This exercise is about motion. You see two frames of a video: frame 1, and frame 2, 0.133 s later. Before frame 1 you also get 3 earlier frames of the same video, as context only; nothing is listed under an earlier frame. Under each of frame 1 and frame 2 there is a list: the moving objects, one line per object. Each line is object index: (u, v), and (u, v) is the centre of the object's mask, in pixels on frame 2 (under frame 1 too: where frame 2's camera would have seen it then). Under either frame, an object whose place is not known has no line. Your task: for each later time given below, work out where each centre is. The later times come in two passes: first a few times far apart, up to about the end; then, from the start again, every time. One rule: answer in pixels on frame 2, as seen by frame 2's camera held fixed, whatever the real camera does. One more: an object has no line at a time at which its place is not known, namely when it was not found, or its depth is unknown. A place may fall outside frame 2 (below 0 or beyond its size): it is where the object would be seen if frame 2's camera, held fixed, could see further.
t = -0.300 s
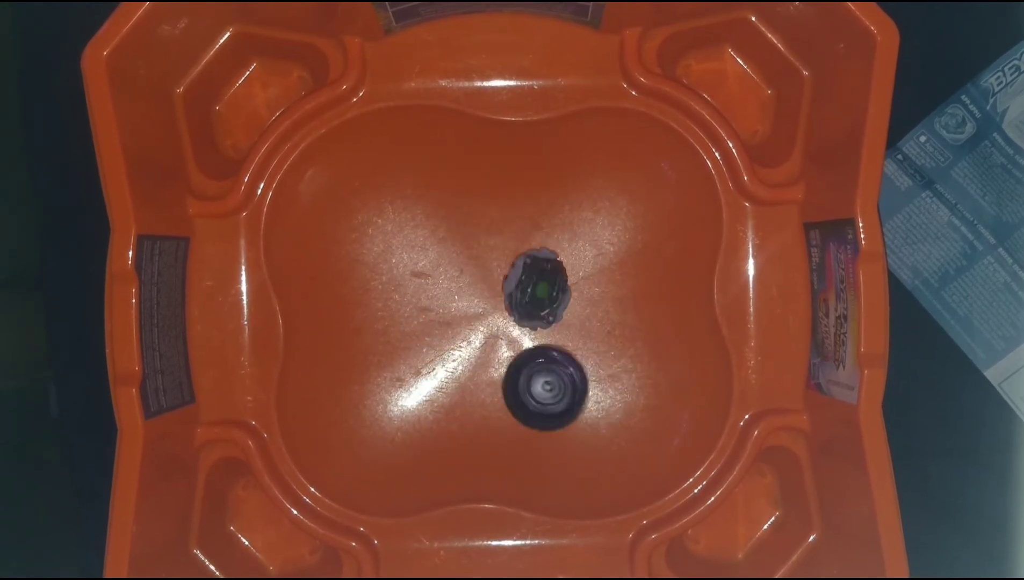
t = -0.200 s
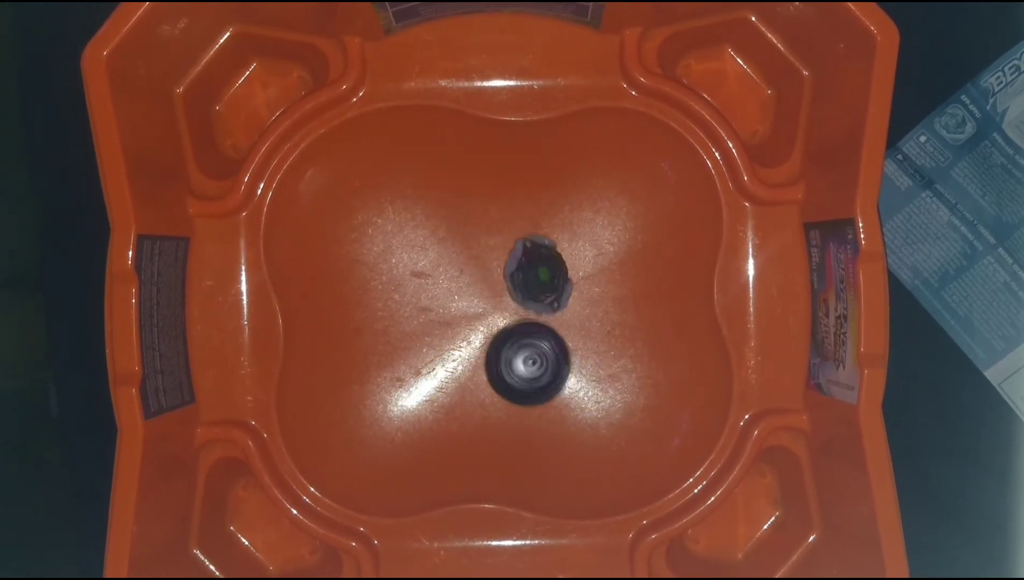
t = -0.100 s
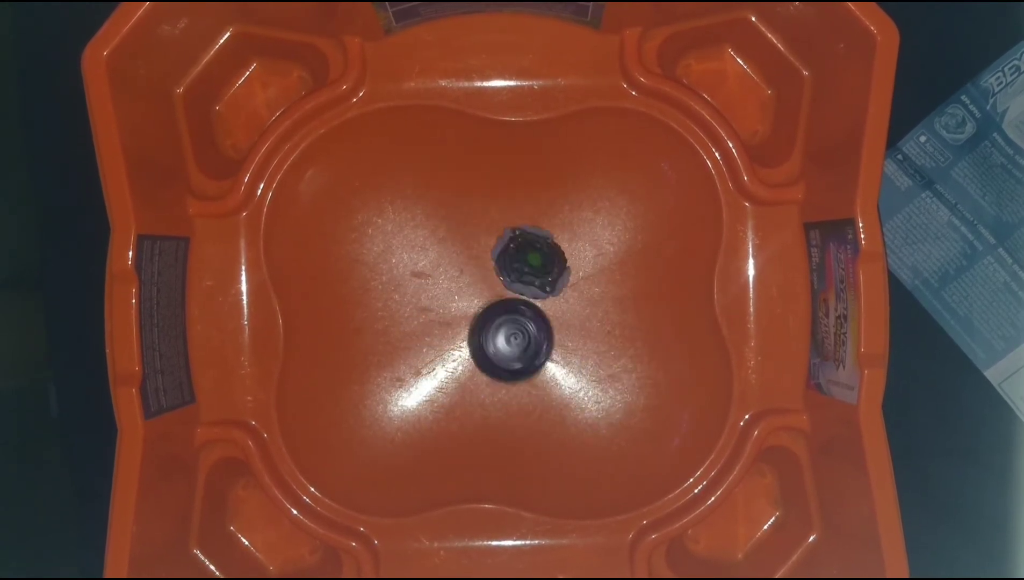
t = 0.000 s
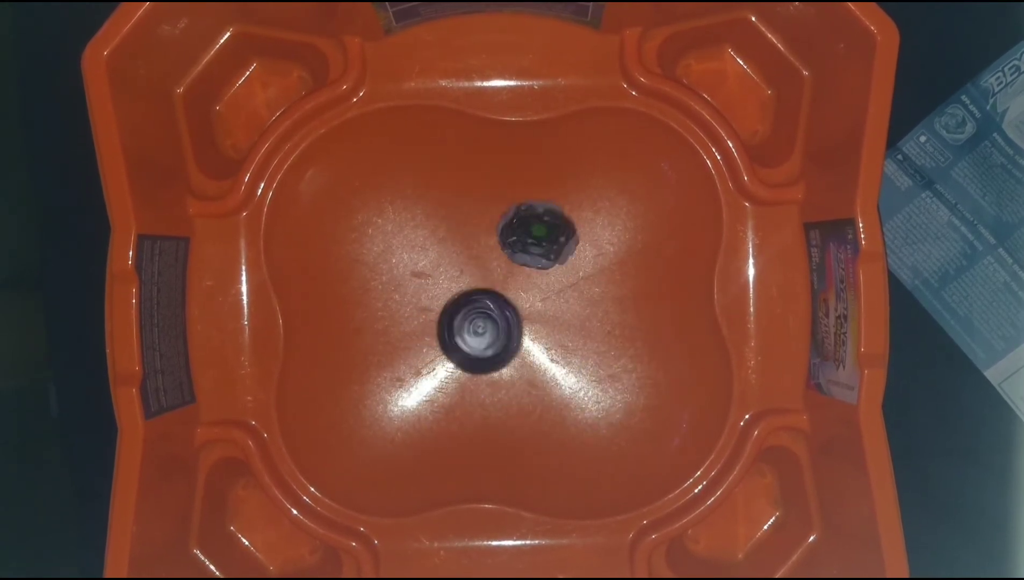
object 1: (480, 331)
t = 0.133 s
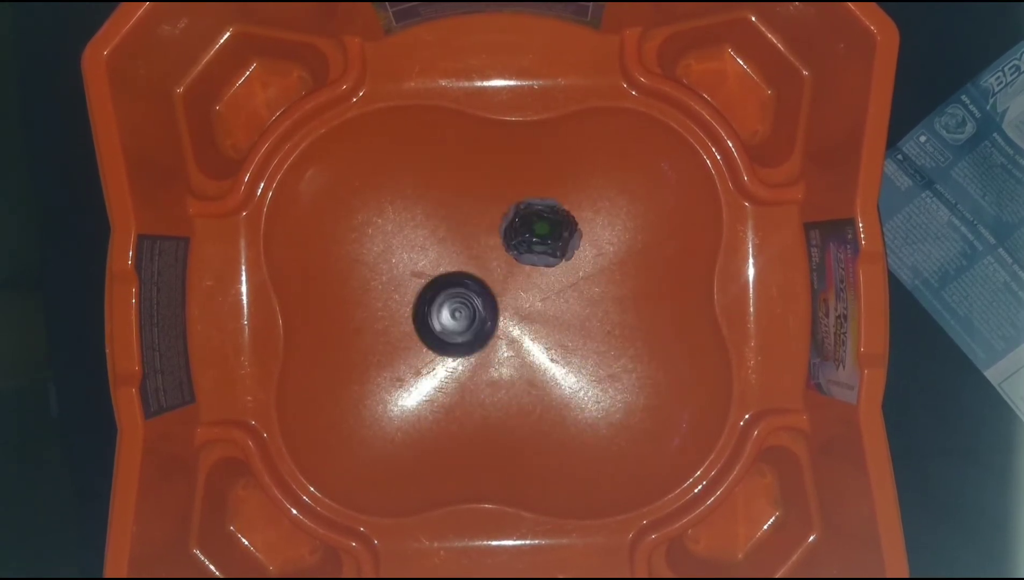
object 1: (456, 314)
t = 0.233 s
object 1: (455, 303)
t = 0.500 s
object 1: (475, 284)
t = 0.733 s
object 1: (480, 304)
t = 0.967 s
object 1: (479, 332)
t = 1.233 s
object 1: (478, 334)
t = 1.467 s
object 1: (486, 334)
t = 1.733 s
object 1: (508, 340)
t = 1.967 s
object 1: (517, 345)
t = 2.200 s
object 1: (522, 346)
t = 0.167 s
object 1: (455, 310)
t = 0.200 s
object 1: (454, 307)
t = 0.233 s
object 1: (455, 303)
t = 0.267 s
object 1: (456, 299)
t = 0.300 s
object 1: (460, 296)
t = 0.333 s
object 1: (463, 292)
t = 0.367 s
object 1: (468, 288)
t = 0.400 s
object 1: (472, 285)
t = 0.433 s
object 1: (476, 283)
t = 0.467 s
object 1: (476, 283)
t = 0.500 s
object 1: (475, 284)
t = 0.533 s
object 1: (475, 283)
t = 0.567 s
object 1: (476, 285)
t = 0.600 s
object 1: (476, 286)
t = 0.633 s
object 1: (476, 290)
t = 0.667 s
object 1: (478, 293)
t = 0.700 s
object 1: (478, 298)
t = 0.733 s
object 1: (480, 304)
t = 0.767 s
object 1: (481, 309)
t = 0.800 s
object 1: (482, 315)
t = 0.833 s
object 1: (481, 319)
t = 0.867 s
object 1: (482, 324)
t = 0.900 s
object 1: (481, 326)
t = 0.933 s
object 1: (481, 331)
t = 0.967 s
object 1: (479, 332)
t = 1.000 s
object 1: (478, 332)
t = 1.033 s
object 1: (478, 332)
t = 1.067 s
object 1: (479, 334)
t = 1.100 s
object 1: (478, 334)
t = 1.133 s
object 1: (478, 334)
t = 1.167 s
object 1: (477, 334)
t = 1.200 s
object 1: (478, 334)
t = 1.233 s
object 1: (478, 334)
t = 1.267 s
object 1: (479, 334)
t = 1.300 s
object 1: (478, 334)
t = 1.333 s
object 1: (480, 334)
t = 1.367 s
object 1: (480, 333)
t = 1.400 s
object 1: (483, 333)
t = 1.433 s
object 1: (483, 333)
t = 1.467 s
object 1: (486, 334)
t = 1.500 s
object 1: (488, 333)
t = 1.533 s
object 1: (492, 334)
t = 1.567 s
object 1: (495, 333)
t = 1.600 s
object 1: (498, 335)
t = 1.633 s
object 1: (500, 335)
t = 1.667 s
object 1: (504, 337)
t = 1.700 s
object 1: (506, 338)
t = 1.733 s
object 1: (508, 340)
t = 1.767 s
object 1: (510, 341)
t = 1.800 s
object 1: (512, 342)
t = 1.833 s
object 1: (512, 343)
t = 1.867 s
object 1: (513, 344)
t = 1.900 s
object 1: (514, 344)
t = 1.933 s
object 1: (516, 344)
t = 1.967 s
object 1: (517, 345)
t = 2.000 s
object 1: (518, 347)
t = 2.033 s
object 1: (517, 348)
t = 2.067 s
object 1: (518, 347)
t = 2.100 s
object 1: (519, 346)
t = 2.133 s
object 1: (521, 347)
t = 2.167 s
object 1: (521, 347)
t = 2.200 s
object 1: (522, 346)
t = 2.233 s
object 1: (522, 345)
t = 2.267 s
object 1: (525, 344)
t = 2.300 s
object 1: (526, 344)
